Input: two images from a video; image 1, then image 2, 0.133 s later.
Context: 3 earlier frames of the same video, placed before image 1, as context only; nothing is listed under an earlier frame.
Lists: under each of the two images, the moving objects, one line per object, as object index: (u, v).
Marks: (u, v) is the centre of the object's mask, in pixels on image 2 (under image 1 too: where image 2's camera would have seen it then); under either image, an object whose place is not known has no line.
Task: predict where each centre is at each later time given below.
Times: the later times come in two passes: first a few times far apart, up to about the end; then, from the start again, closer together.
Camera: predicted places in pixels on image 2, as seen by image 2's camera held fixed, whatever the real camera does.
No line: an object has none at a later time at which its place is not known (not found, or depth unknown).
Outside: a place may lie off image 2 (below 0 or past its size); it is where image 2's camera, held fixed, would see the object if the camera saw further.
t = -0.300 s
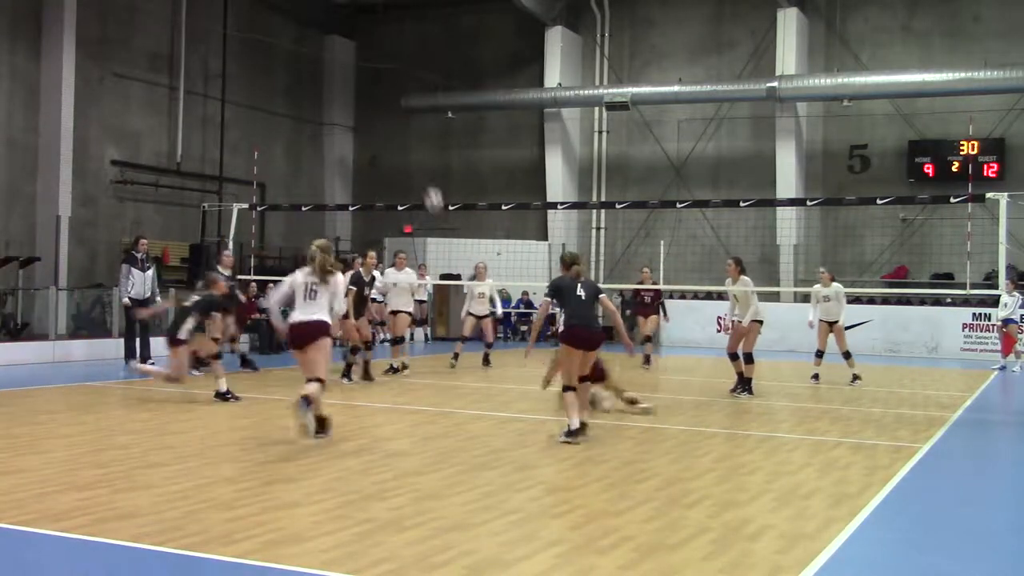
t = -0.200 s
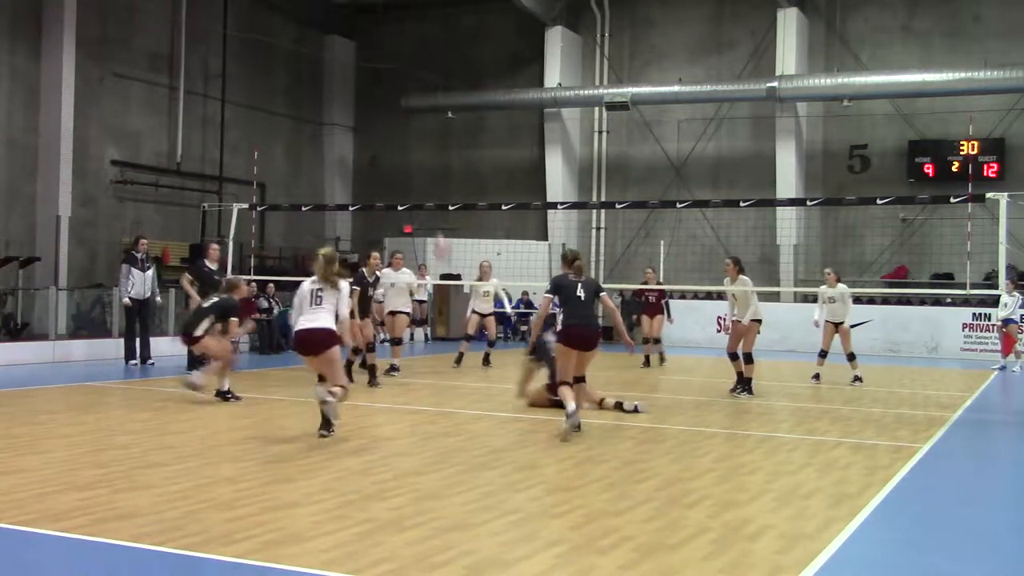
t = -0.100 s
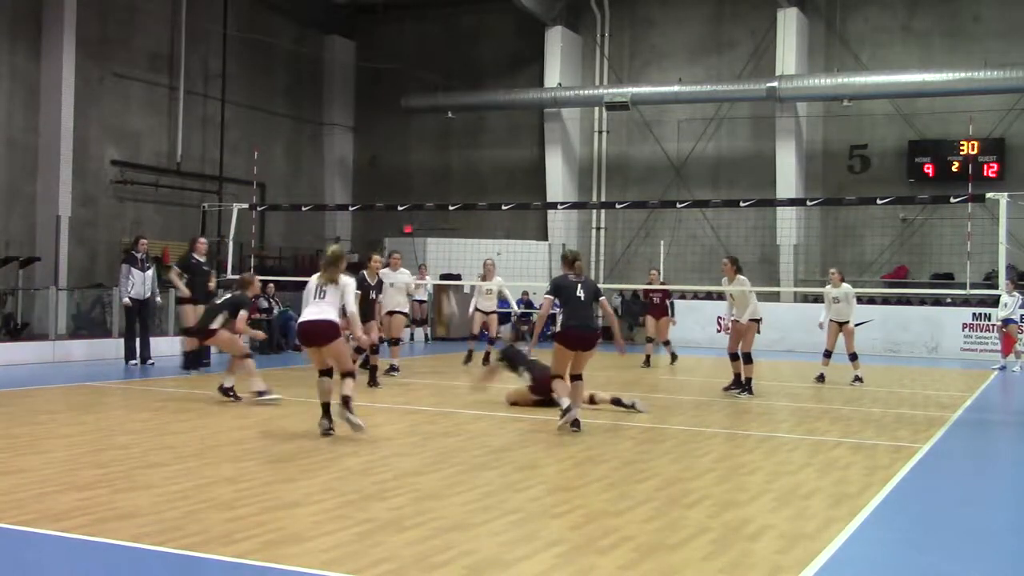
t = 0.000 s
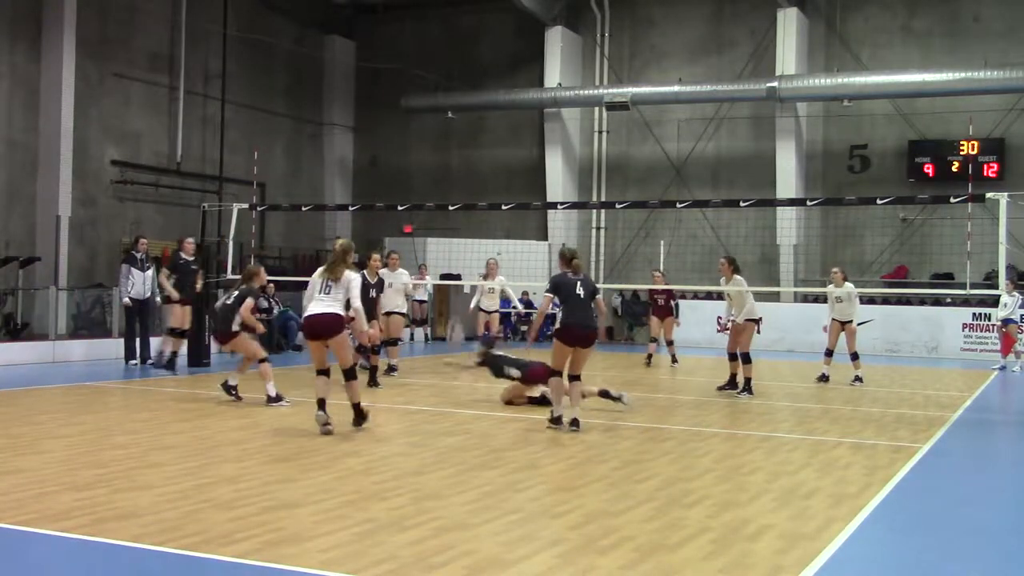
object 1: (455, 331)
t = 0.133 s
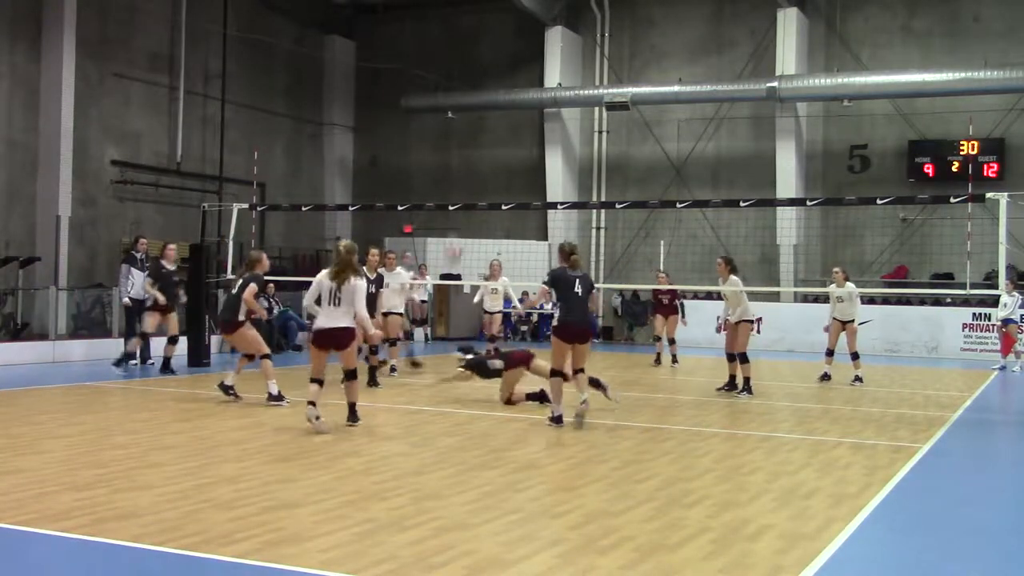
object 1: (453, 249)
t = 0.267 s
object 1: (452, 179)
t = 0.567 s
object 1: (449, 81)
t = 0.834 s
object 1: (445, 64)
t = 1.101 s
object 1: (441, 115)
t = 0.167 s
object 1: (453, 234)
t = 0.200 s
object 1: (452, 213)
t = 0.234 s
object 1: (452, 193)
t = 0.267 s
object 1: (452, 179)
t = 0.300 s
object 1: (452, 164)
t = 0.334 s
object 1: (452, 150)
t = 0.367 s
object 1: (451, 138)
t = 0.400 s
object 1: (451, 126)
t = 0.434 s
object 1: (450, 115)
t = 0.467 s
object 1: (450, 104)
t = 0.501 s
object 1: (450, 96)
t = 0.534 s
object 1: (450, 87)
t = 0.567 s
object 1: (449, 81)
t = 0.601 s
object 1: (449, 75)
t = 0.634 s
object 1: (448, 70)
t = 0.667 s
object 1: (448, 67)
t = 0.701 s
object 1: (447, 64)
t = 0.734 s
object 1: (446, 63)
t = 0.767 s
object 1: (446, 62)
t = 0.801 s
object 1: (446, 63)
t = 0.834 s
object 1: (445, 64)
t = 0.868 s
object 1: (445, 66)
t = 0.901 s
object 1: (444, 70)
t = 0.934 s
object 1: (443, 75)
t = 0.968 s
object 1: (443, 80)
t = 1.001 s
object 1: (442, 87)
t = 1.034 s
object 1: (442, 94)
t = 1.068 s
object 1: (441, 104)
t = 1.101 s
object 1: (441, 115)
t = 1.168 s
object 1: (438, 139)
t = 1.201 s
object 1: (437, 153)
